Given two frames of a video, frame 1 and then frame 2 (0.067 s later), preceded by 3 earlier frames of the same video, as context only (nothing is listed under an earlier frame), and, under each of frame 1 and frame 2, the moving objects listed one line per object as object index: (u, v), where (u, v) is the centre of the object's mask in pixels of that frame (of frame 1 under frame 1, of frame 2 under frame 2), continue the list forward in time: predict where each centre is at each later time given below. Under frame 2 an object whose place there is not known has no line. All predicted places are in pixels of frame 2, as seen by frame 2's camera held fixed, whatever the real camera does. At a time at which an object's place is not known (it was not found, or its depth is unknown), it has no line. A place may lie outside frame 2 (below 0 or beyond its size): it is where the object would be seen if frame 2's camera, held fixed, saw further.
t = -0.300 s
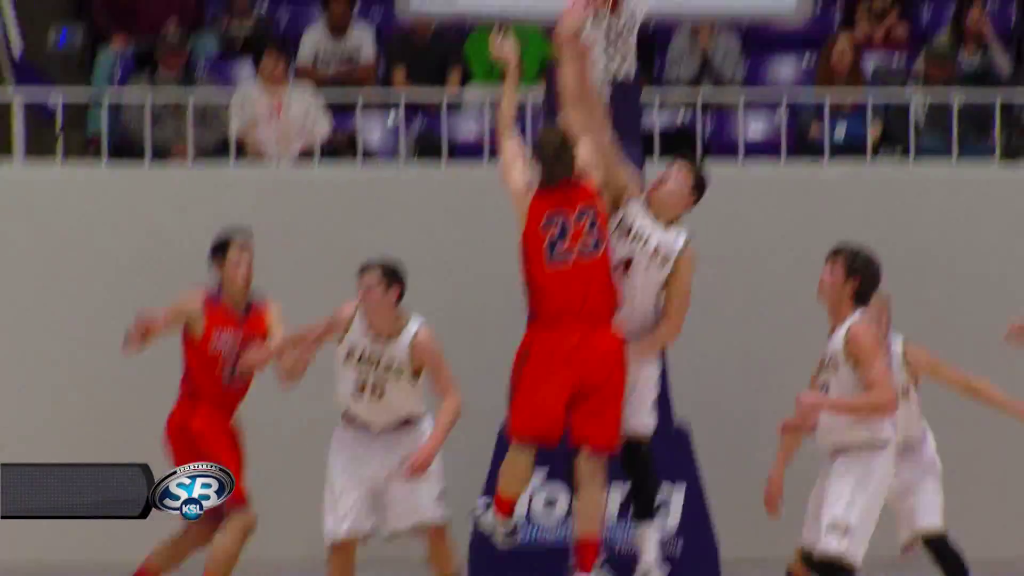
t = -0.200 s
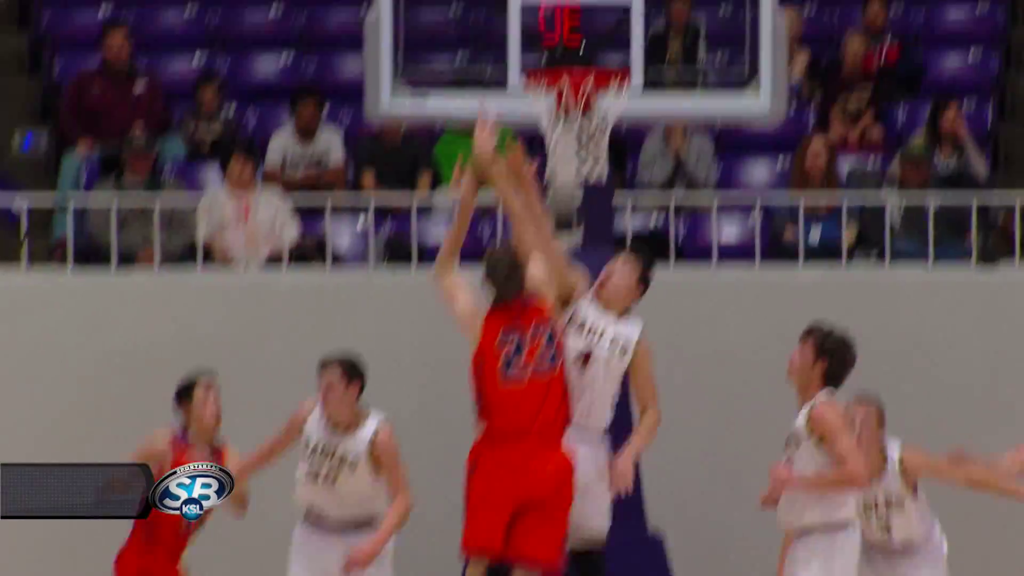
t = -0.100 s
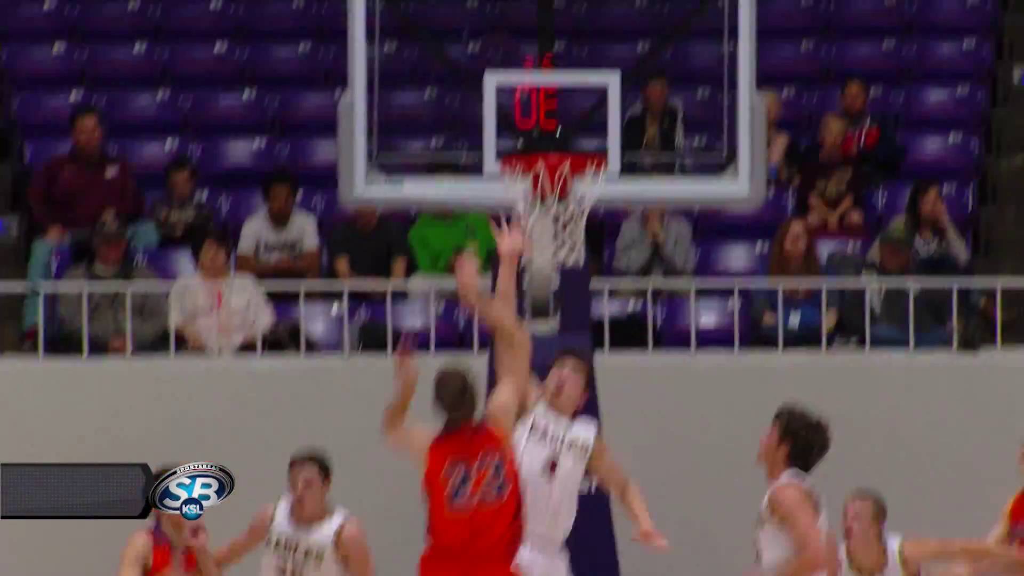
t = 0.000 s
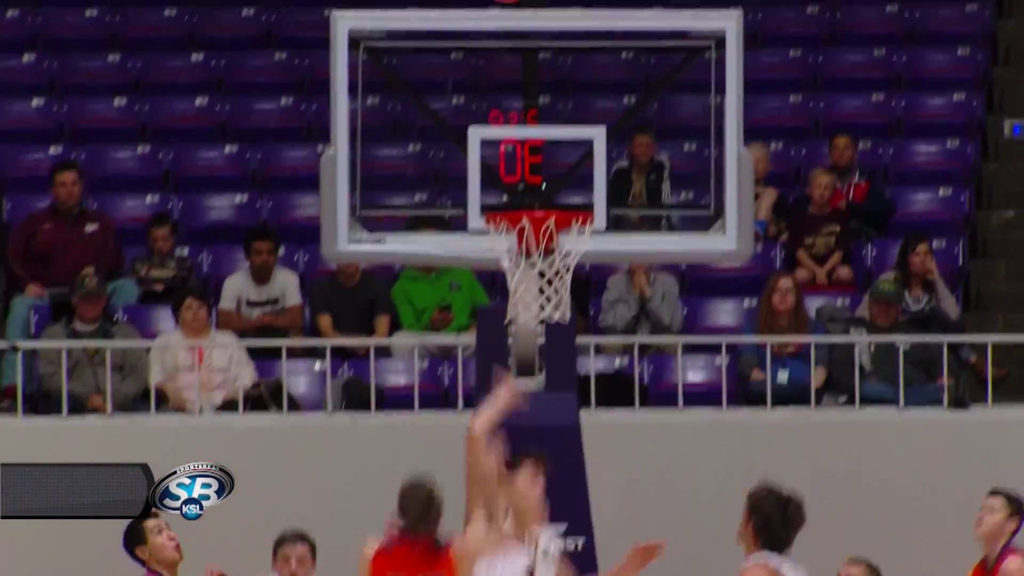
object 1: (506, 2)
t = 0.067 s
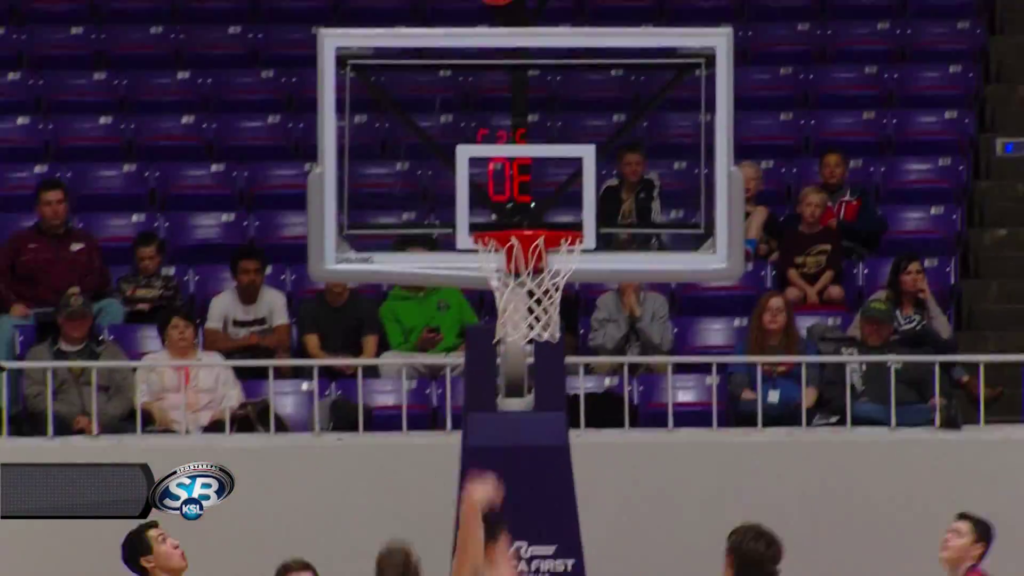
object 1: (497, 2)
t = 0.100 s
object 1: (497, -2)
